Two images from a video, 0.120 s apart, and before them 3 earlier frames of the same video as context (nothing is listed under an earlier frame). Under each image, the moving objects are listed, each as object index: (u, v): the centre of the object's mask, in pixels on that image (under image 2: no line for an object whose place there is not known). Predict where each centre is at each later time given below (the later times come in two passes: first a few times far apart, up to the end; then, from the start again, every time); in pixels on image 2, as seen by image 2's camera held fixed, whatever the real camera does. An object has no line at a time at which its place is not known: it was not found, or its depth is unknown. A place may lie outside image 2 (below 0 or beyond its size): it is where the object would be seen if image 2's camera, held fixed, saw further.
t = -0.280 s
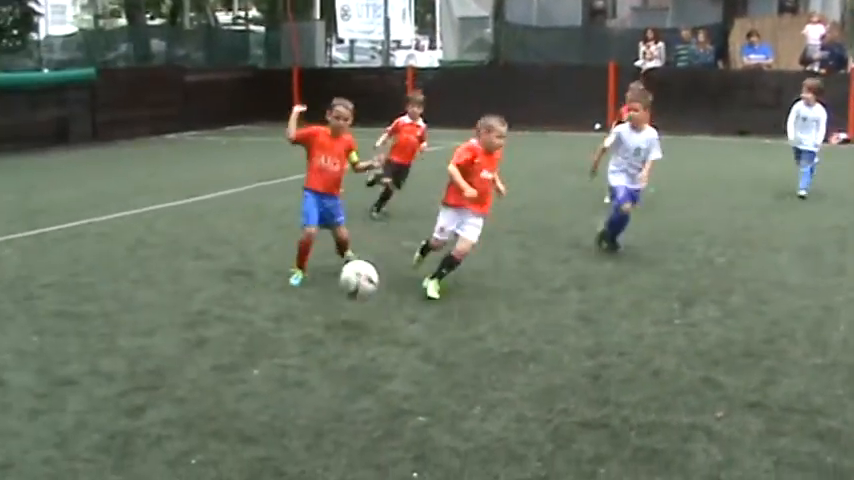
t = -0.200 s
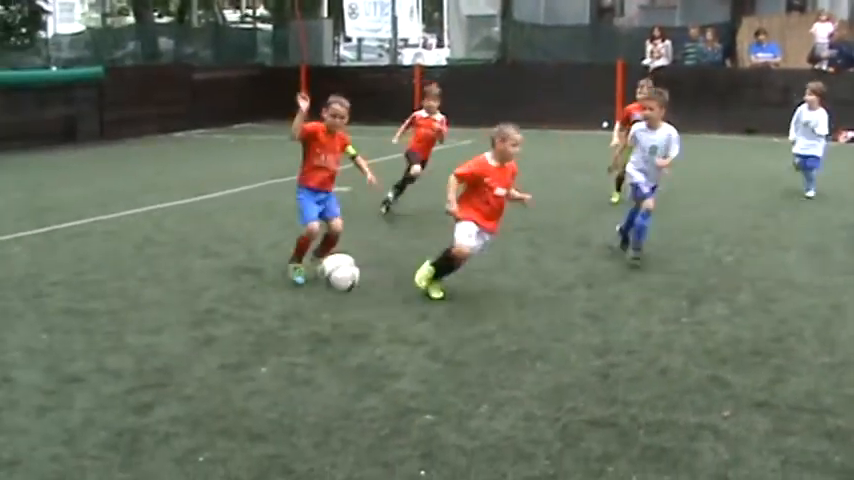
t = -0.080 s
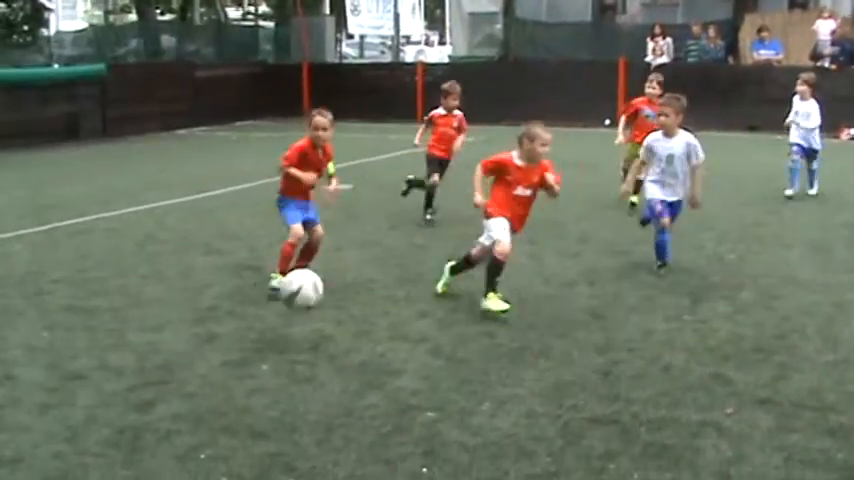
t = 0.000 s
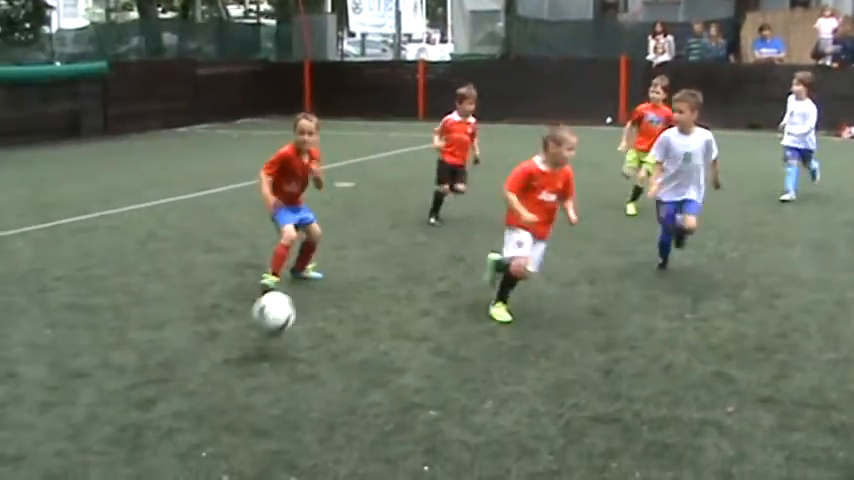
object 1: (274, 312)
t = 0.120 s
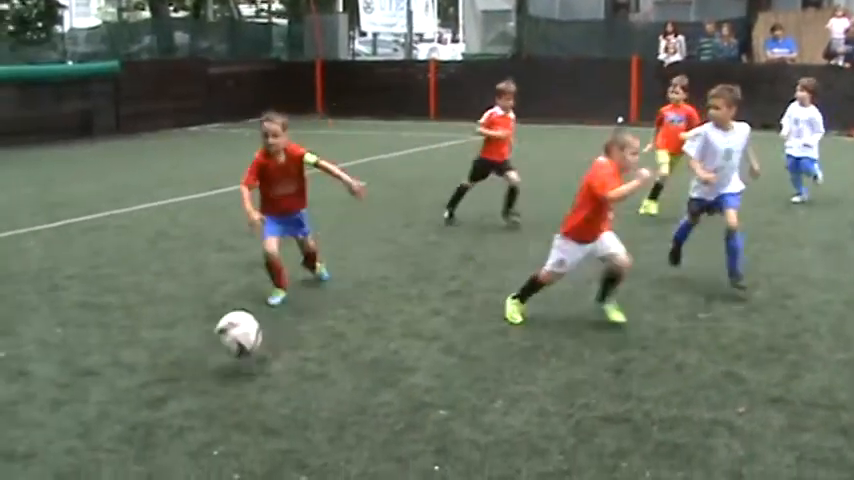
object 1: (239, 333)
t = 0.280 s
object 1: (168, 339)
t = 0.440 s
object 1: (91, 397)
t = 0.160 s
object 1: (223, 328)
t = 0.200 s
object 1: (206, 327)
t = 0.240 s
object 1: (188, 330)
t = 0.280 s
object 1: (168, 339)
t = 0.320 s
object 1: (151, 351)
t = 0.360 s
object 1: (132, 366)
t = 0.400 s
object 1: (112, 385)
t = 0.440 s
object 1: (91, 397)
